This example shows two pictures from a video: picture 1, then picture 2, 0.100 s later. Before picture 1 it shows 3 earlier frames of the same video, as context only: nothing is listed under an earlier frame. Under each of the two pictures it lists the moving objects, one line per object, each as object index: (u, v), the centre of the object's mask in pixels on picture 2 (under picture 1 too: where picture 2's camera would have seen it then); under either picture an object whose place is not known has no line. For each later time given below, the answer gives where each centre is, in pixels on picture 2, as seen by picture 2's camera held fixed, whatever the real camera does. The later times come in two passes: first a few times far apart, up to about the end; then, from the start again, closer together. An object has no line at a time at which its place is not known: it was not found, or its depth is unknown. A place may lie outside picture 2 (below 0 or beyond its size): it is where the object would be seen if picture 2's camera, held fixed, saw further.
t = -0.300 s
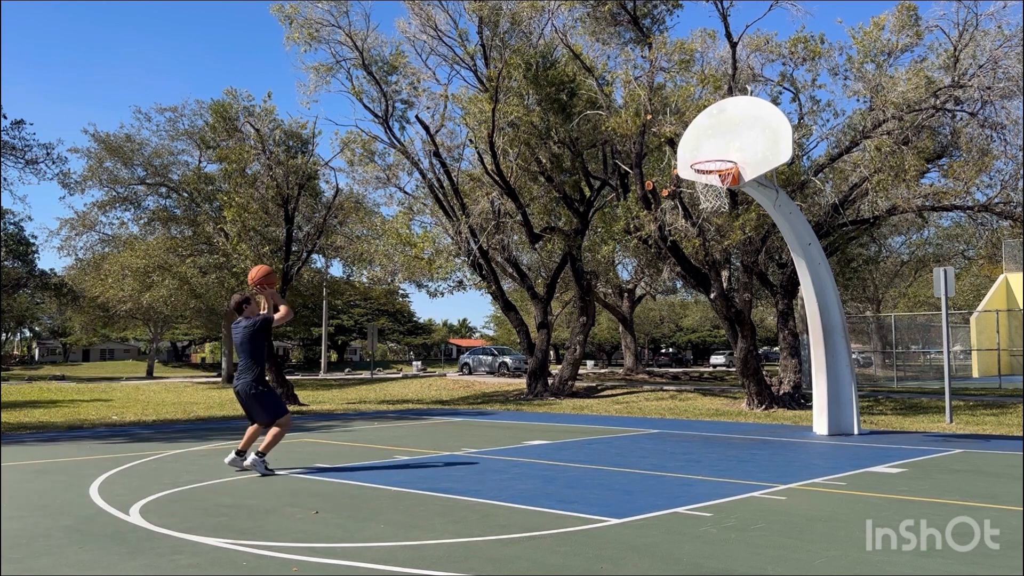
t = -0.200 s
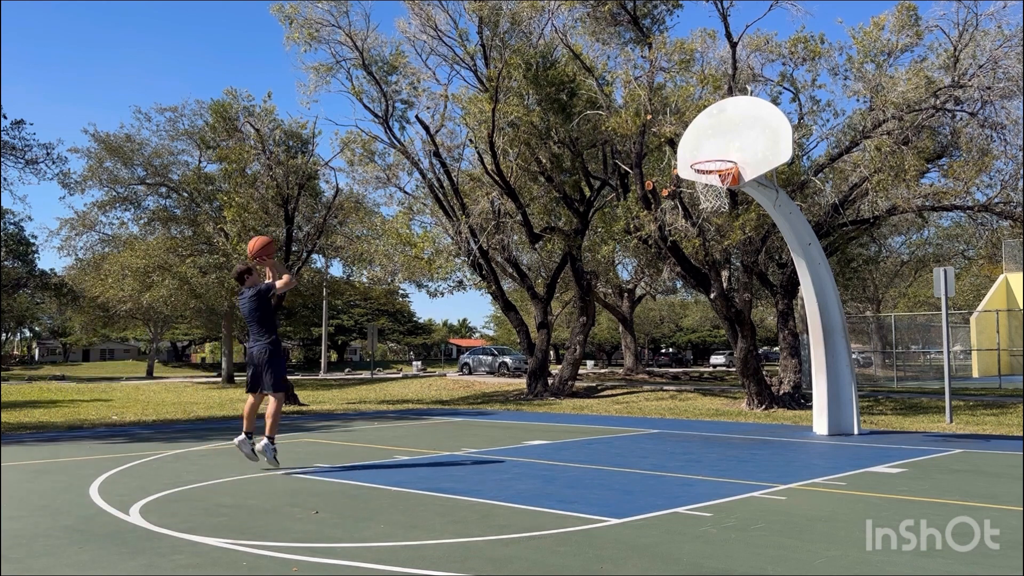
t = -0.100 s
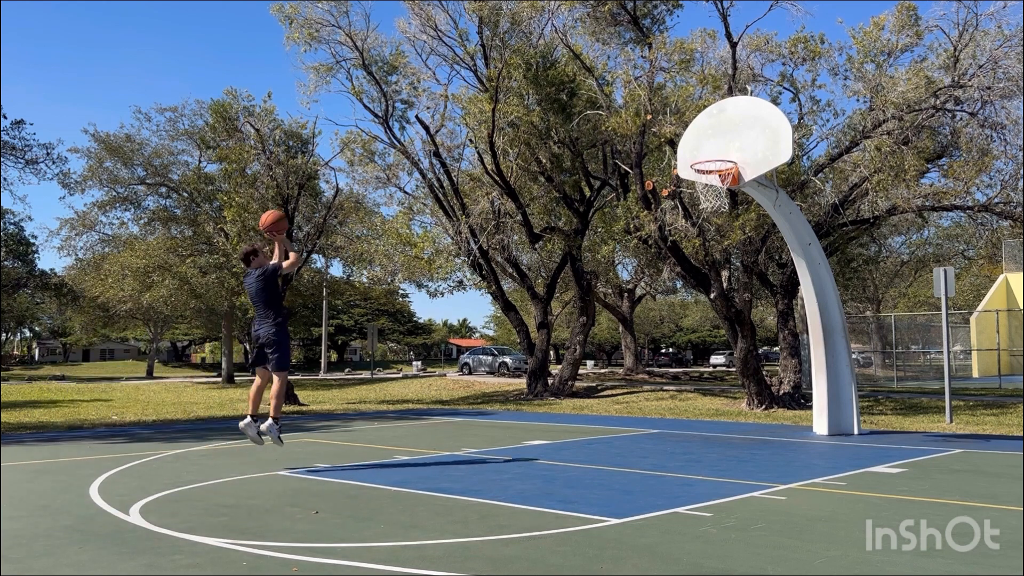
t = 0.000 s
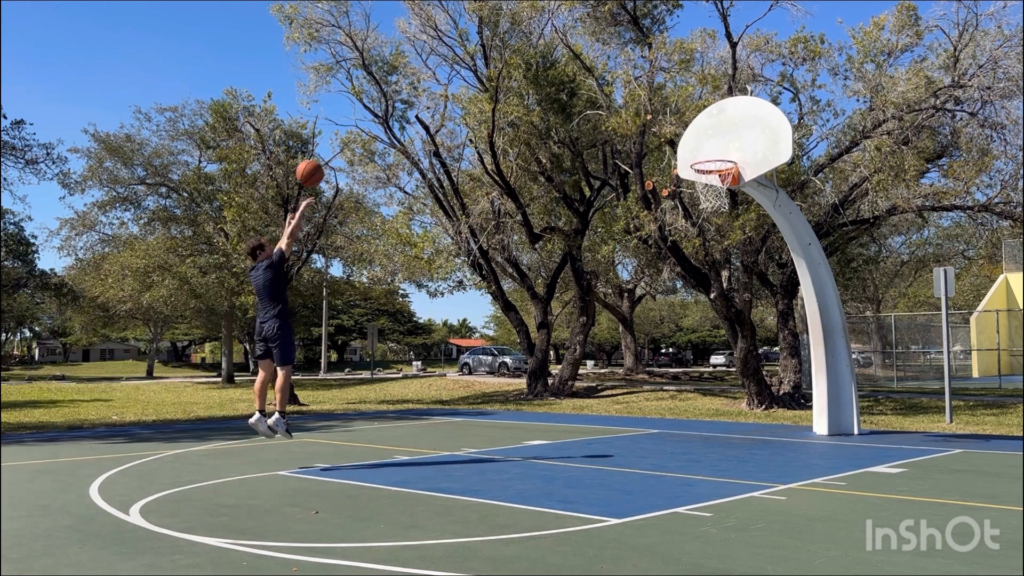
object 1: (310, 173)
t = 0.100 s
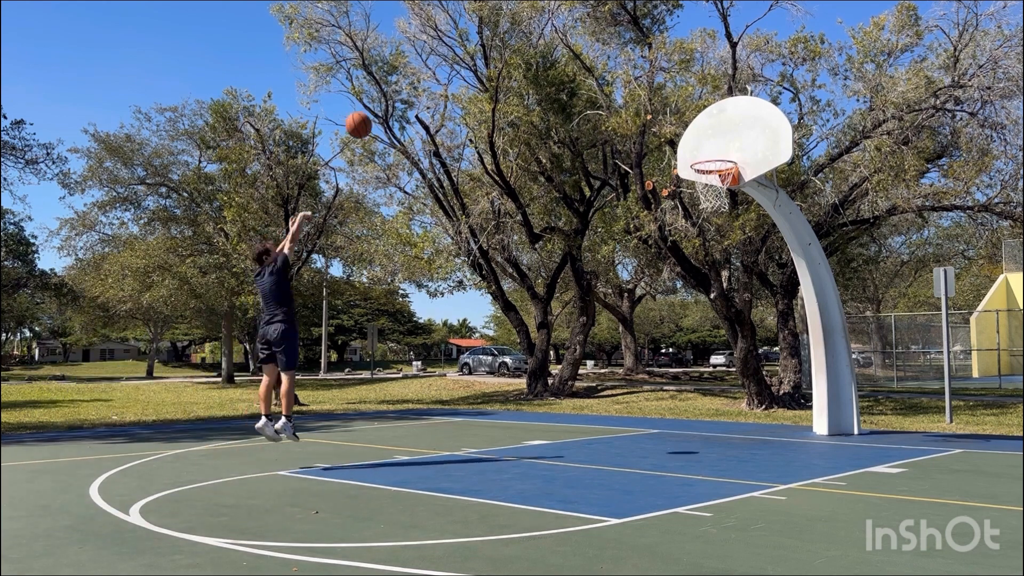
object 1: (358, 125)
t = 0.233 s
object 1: (419, 80)
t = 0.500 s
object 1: (529, 50)
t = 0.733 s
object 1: (617, 79)
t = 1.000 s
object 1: (706, 162)
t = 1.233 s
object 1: (708, 205)
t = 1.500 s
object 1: (688, 302)
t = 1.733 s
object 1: (672, 444)
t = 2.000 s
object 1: (646, 320)
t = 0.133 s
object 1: (374, 112)
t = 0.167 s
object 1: (389, 99)
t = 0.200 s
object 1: (404, 89)
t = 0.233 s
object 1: (419, 80)
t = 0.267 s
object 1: (433, 72)
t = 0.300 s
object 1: (448, 65)
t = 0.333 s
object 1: (461, 60)
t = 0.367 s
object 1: (476, 56)
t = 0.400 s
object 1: (489, 53)
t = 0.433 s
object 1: (502, 50)
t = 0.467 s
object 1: (516, 49)
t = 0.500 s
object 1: (529, 50)
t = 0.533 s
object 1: (543, 51)
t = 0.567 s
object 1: (554, 53)
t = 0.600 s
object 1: (567, 56)
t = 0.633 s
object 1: (580, 61)
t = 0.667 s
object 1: (592, 66)
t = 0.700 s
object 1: (604, 73)
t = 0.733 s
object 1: (617, 79)
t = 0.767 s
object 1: (628, 87)
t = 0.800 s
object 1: (639, 96)
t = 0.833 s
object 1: (651, 106)
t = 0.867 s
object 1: (663, 116)
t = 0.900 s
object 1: (674, 128)
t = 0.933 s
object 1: (685, 141)
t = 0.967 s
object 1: (696, 153)
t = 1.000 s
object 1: (706, 162)
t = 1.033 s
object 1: (716, 167)
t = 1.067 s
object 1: (721, 173)
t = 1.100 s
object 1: (718, 178)
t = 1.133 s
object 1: (715, 186)
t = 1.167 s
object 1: (713, 191)
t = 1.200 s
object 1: (710, 197)
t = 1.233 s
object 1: (708, 205)
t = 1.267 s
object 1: (705, 214)
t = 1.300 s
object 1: (702, 223)
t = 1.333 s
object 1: (700, 233)
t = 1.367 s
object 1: (697, 246)
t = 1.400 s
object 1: (695, 258)
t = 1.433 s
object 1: (693, 272)
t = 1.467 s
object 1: (690, 286)
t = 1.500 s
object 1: (688, 302)
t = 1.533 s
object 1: (685, 320)
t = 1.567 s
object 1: (683, 338)
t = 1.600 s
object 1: (681, 357)
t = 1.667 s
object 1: (676, 400)
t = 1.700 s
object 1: (674, 423)
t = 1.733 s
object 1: (672, 444)
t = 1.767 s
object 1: (669, 425)
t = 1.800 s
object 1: (665, 406)
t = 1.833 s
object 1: (662, 389)
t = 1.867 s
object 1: (659, 372)
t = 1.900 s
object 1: (655, 358)
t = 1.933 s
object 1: (651, 343)
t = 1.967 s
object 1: (649, 331)
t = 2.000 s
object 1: (646, 320)
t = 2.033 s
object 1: (643, 308)
